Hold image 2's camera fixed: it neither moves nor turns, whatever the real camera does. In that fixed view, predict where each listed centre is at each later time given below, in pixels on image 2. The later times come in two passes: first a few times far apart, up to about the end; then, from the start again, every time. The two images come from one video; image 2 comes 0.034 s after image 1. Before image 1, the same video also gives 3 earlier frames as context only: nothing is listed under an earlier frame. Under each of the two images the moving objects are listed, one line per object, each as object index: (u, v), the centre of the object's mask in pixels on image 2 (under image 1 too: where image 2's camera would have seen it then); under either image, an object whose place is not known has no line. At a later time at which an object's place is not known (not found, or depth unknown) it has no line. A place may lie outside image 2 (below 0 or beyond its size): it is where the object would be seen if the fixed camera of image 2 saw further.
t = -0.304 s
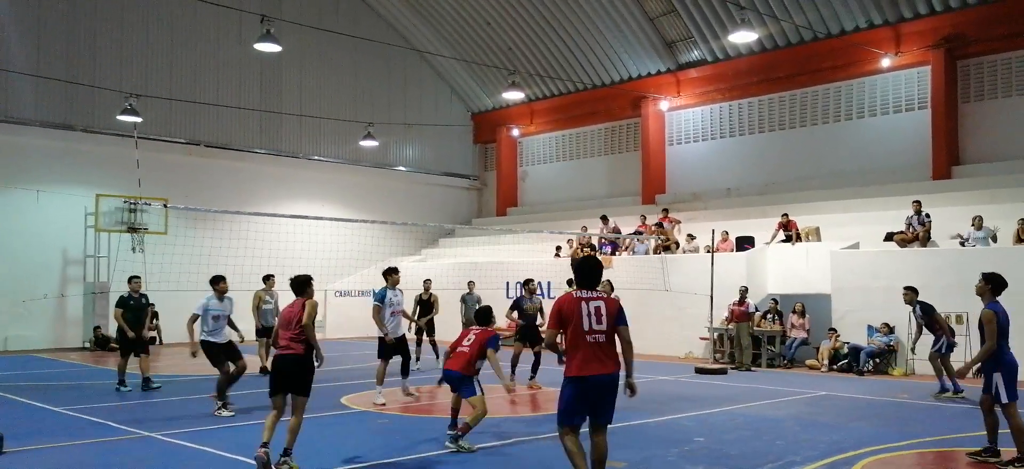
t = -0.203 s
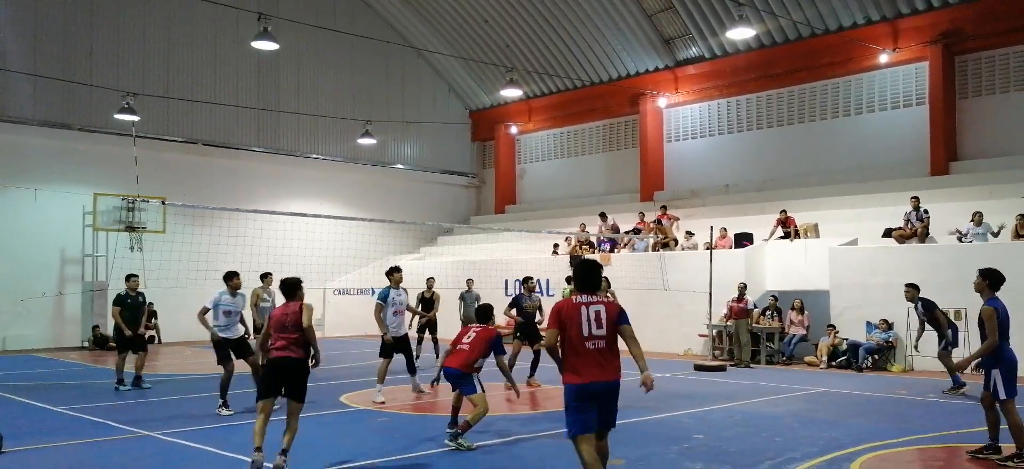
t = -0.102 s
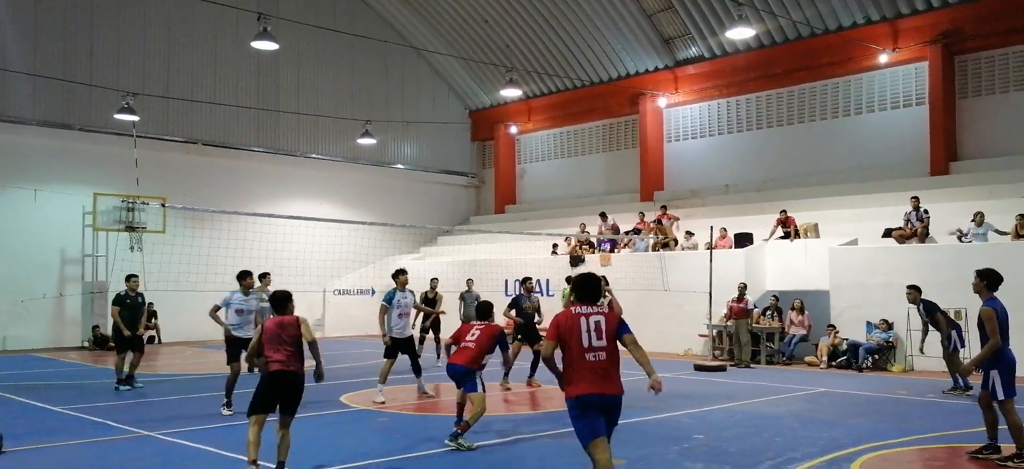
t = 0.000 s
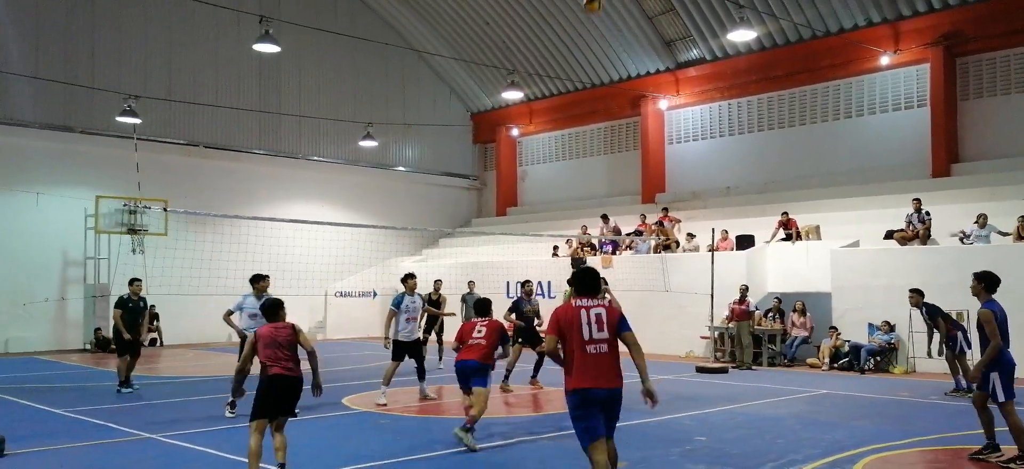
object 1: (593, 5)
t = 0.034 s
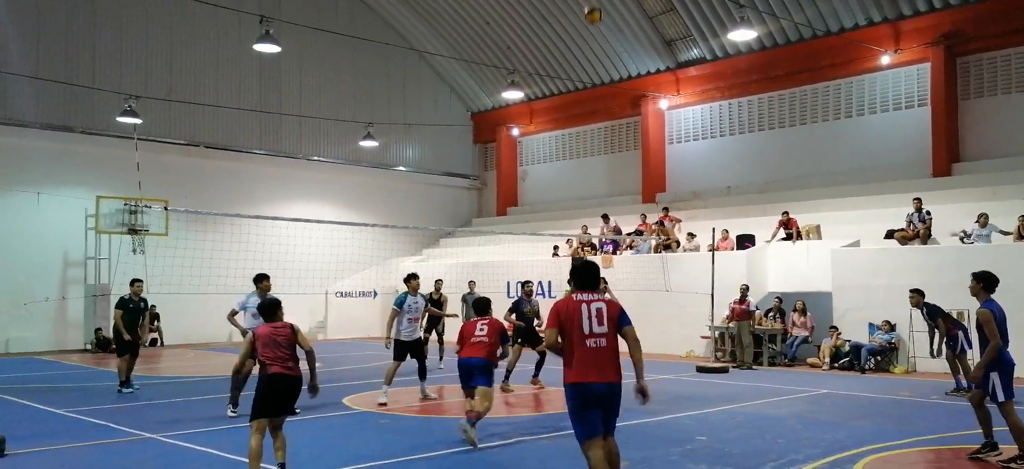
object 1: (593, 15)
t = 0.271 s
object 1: (598, 110)
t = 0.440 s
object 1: (602, 199)
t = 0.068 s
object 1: (594, 26)
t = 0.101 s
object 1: (595, 38)
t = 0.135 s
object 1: (595, 51)
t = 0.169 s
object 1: (596, 65)
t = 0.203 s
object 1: (596, 79)
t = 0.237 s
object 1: (598, 93)
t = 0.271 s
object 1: (598, 110)
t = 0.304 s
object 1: (599, 127)
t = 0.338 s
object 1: (600, 146)
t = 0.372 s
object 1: (600, 163)
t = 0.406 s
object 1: (601, 181)
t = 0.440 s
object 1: (602, 199)
